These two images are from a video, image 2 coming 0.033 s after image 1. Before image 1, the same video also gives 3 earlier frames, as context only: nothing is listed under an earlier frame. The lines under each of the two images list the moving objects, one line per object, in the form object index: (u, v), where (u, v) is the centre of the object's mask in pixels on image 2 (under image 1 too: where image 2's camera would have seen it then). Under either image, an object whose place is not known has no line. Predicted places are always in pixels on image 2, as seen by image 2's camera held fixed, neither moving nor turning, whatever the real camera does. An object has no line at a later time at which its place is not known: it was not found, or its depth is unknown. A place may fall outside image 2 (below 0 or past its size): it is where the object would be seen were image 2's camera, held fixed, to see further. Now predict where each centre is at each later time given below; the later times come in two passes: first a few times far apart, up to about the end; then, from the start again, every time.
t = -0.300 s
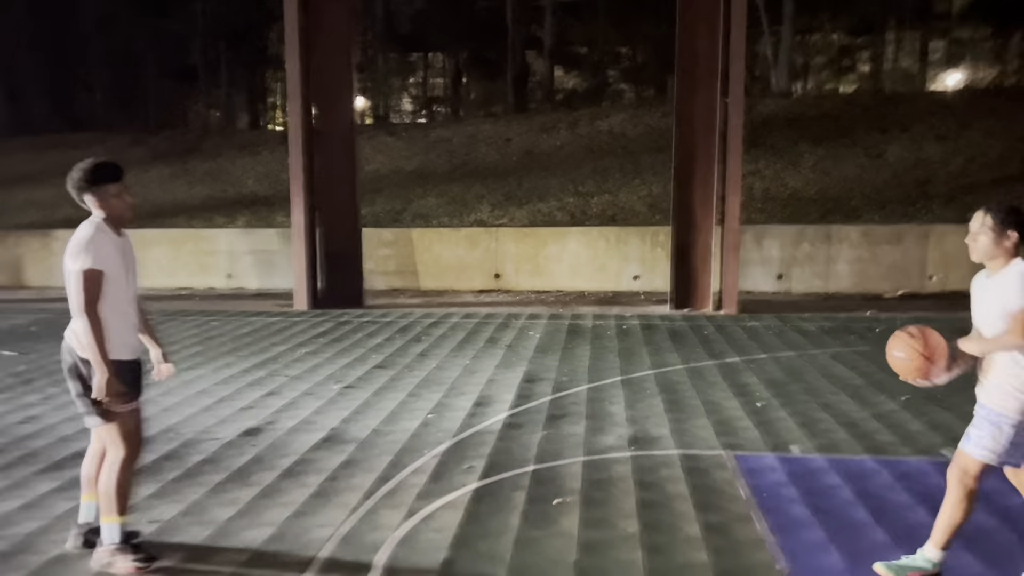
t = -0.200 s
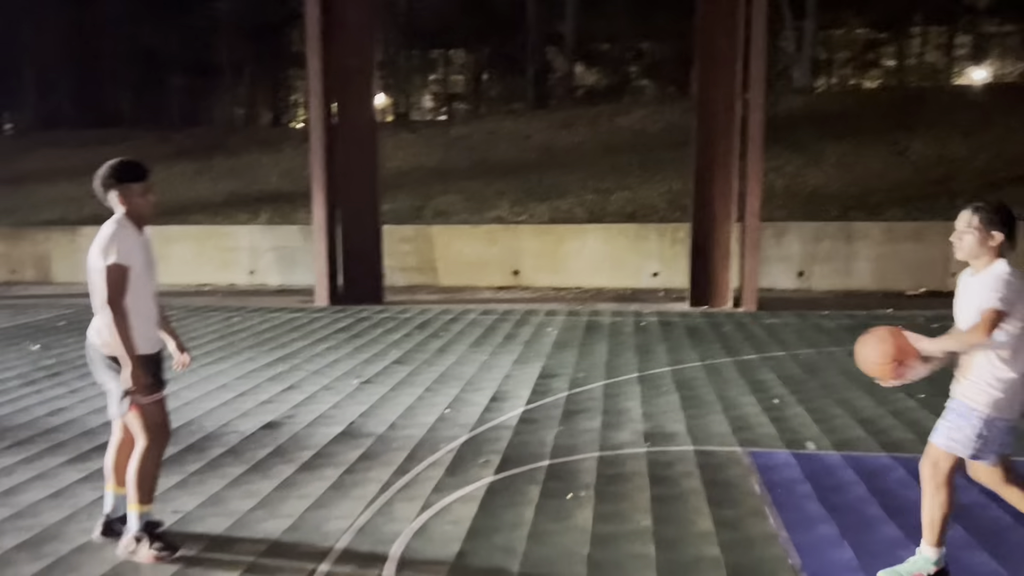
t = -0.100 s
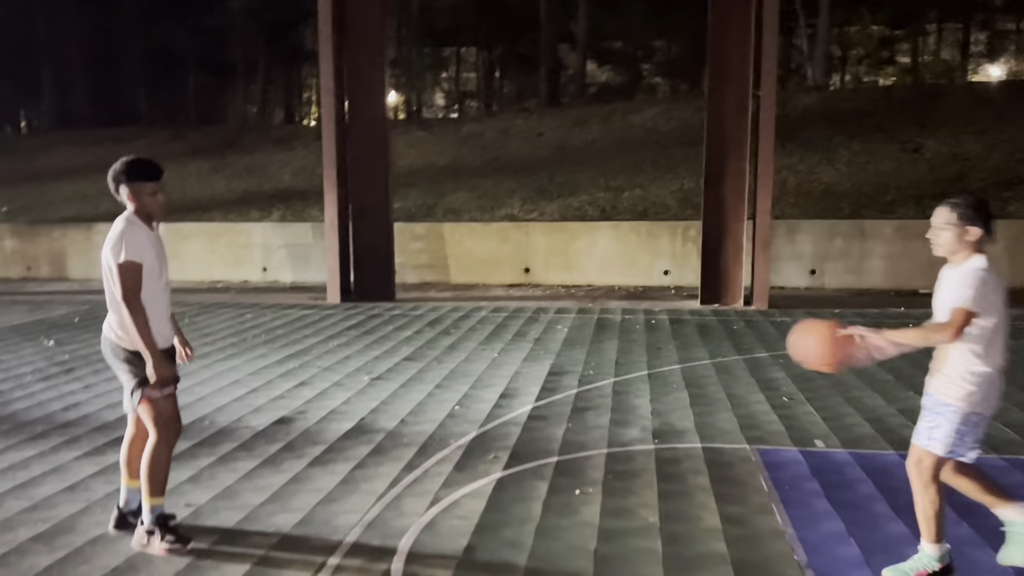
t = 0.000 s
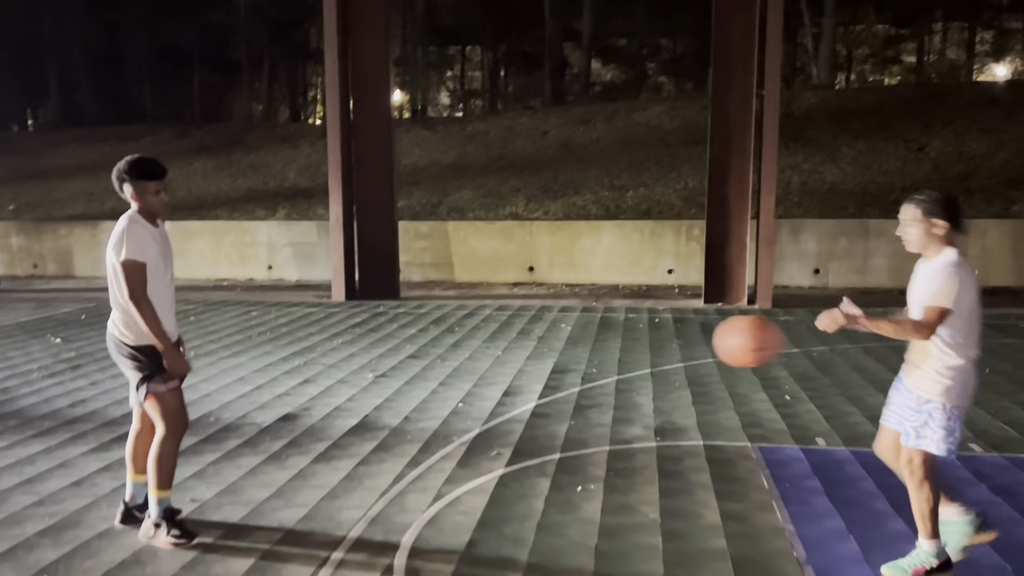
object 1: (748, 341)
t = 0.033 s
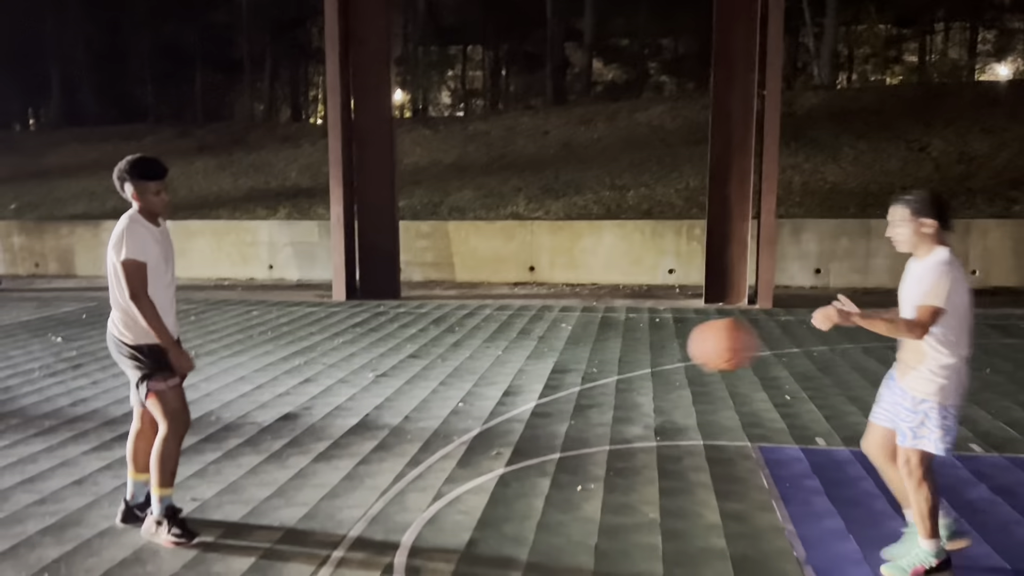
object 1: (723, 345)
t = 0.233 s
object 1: (574, 415)
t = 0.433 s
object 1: (447, 497)
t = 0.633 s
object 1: (336, 424)
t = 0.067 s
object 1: (697, 350)
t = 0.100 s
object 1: (672, 360)
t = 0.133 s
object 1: (648, 370)
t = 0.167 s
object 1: (622, 383)
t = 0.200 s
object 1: (599, 398)
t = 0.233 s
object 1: (574, 415)
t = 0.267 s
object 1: (554, 433)
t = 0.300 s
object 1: (531, 456)
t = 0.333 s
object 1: (508, 480)
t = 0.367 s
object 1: (487, 505)
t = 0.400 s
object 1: (466, 515)
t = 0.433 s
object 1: (447, 497)
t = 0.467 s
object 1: (429, 477)
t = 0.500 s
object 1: (410, 462)
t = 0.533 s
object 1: (393, 450)
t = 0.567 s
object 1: (375, 439)
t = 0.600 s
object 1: (356, 430)
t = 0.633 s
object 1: (336, 424)
